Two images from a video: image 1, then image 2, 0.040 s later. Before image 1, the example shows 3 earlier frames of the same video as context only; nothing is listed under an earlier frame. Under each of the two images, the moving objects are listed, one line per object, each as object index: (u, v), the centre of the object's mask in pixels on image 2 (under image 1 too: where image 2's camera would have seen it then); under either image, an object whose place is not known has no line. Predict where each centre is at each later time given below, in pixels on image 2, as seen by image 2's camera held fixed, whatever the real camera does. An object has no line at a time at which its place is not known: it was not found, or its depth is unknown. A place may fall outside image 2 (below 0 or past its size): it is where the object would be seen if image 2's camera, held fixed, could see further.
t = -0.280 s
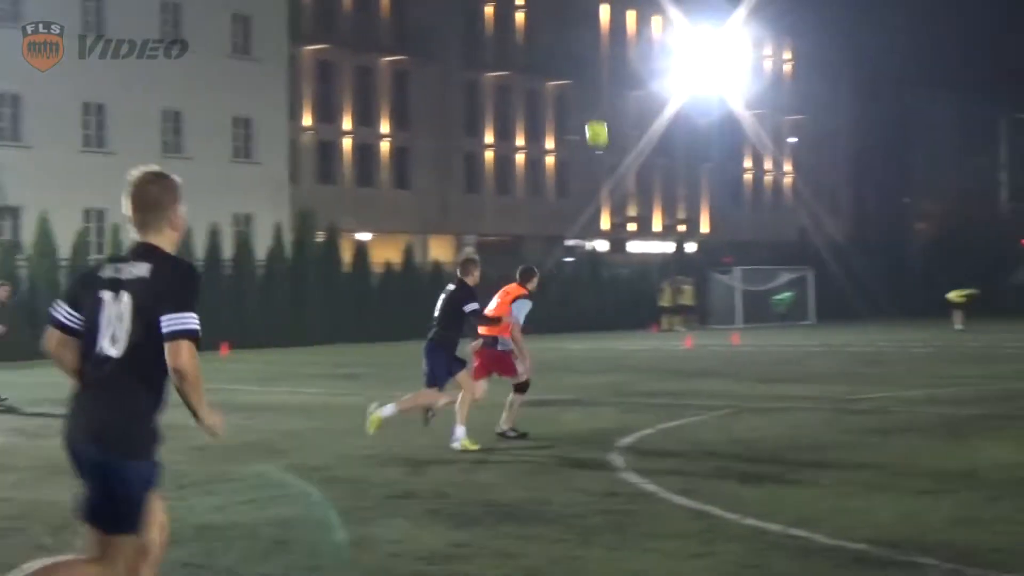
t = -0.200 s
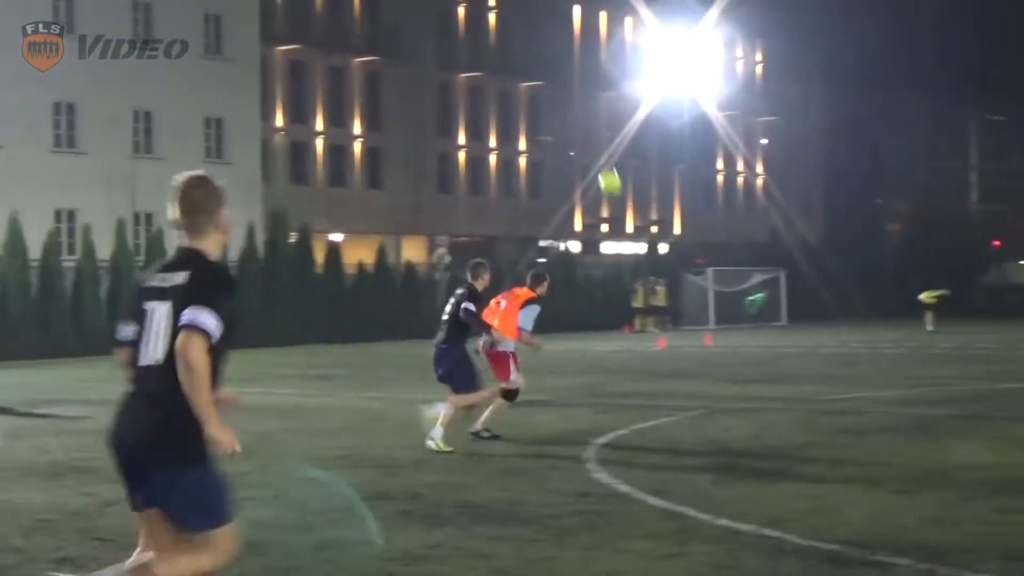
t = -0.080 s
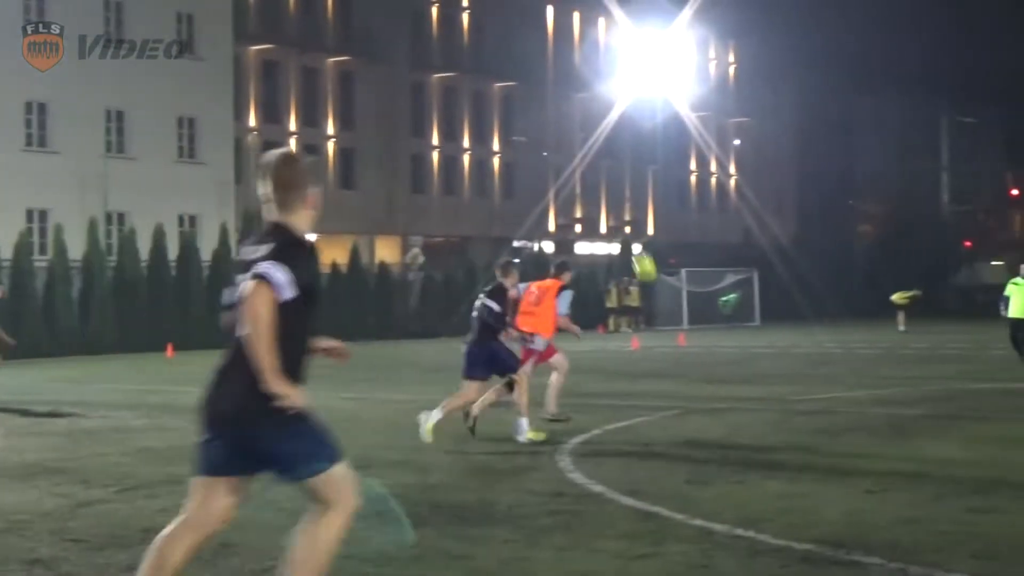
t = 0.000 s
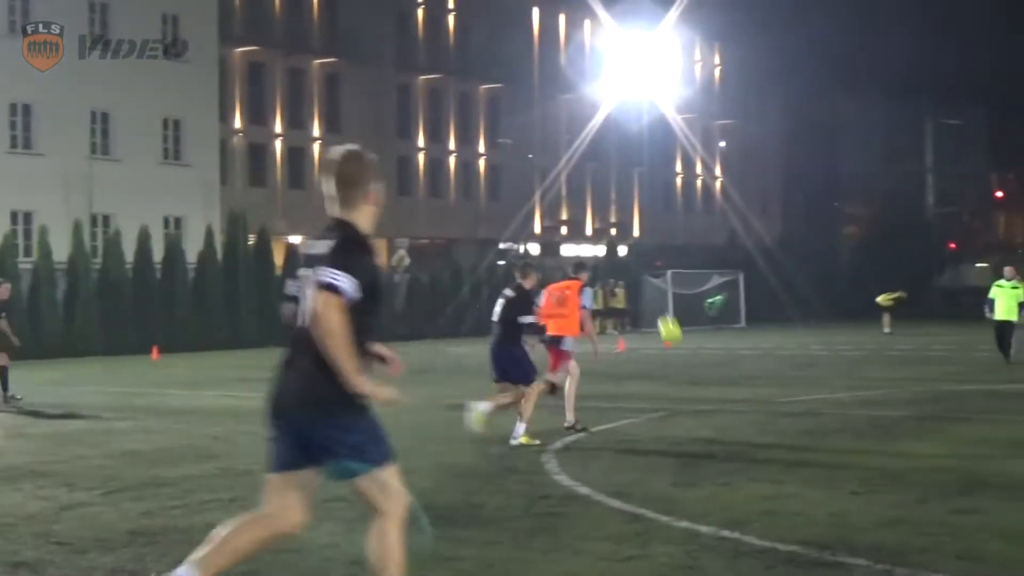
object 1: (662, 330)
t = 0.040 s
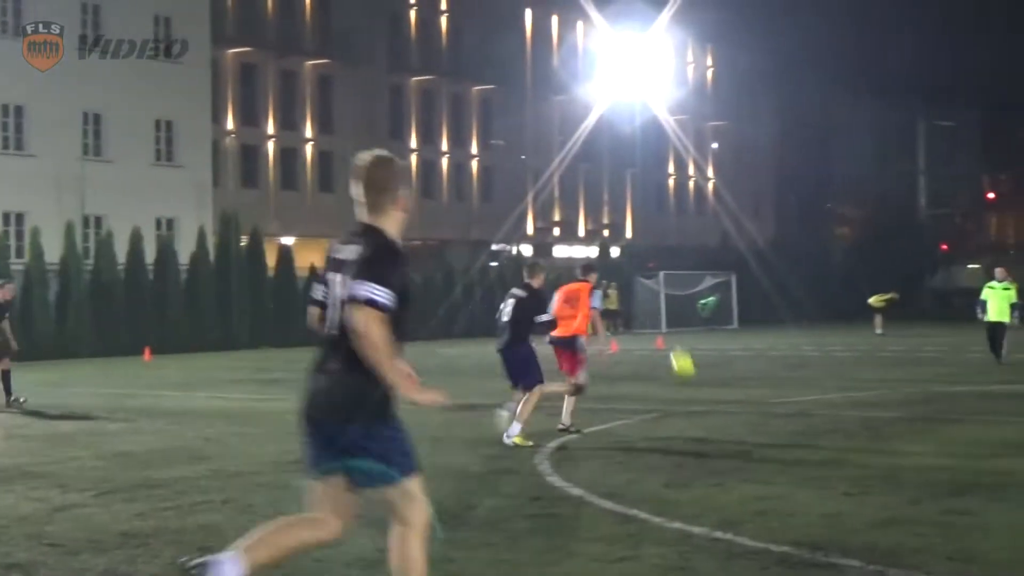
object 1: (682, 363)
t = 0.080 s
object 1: (701, 396)
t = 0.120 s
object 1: (713, 398)
